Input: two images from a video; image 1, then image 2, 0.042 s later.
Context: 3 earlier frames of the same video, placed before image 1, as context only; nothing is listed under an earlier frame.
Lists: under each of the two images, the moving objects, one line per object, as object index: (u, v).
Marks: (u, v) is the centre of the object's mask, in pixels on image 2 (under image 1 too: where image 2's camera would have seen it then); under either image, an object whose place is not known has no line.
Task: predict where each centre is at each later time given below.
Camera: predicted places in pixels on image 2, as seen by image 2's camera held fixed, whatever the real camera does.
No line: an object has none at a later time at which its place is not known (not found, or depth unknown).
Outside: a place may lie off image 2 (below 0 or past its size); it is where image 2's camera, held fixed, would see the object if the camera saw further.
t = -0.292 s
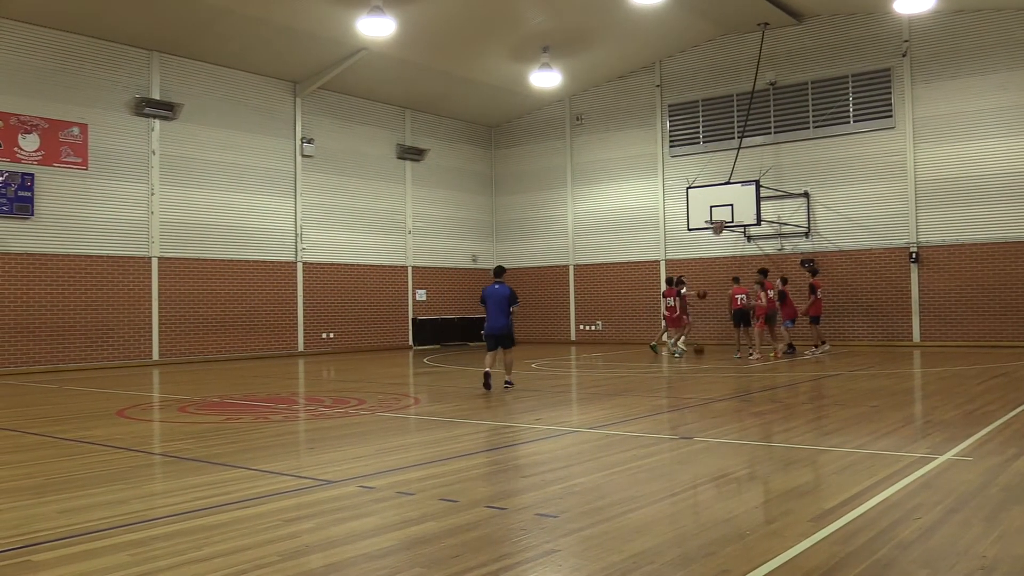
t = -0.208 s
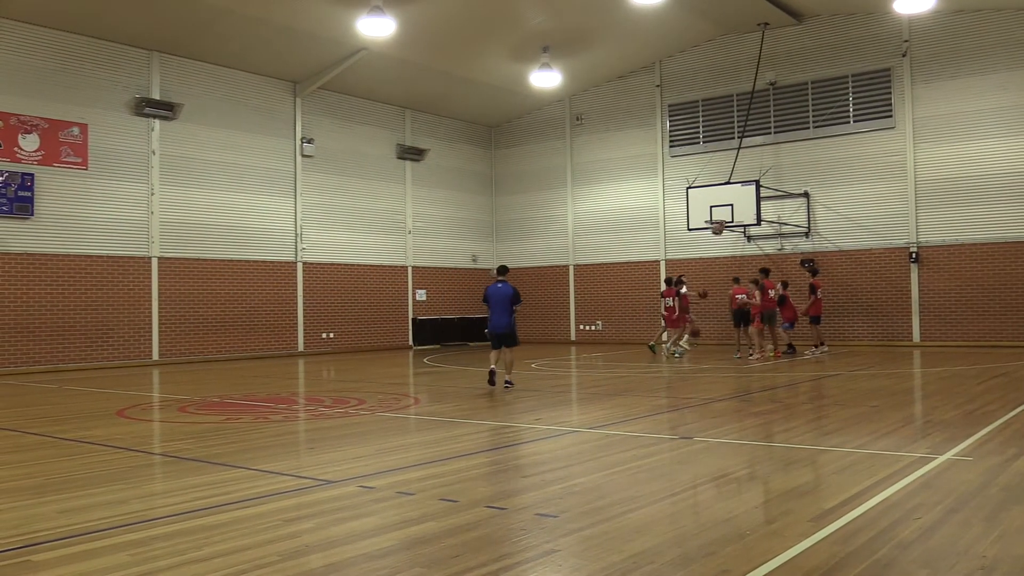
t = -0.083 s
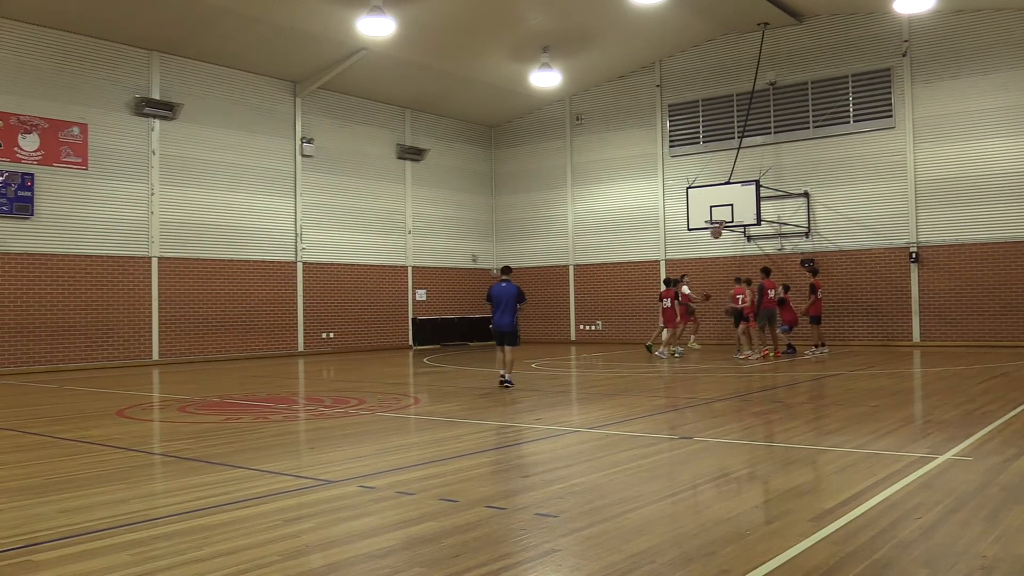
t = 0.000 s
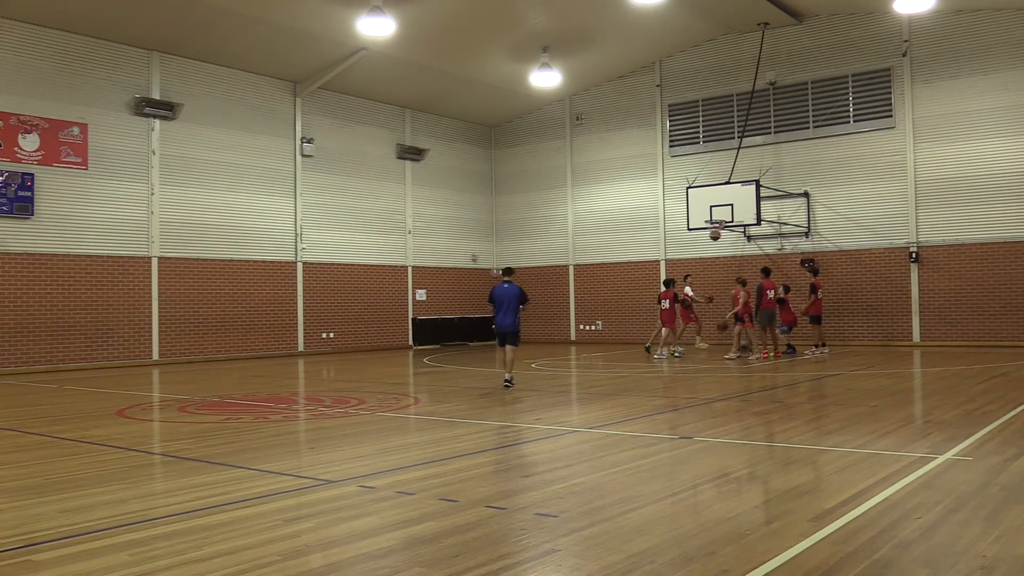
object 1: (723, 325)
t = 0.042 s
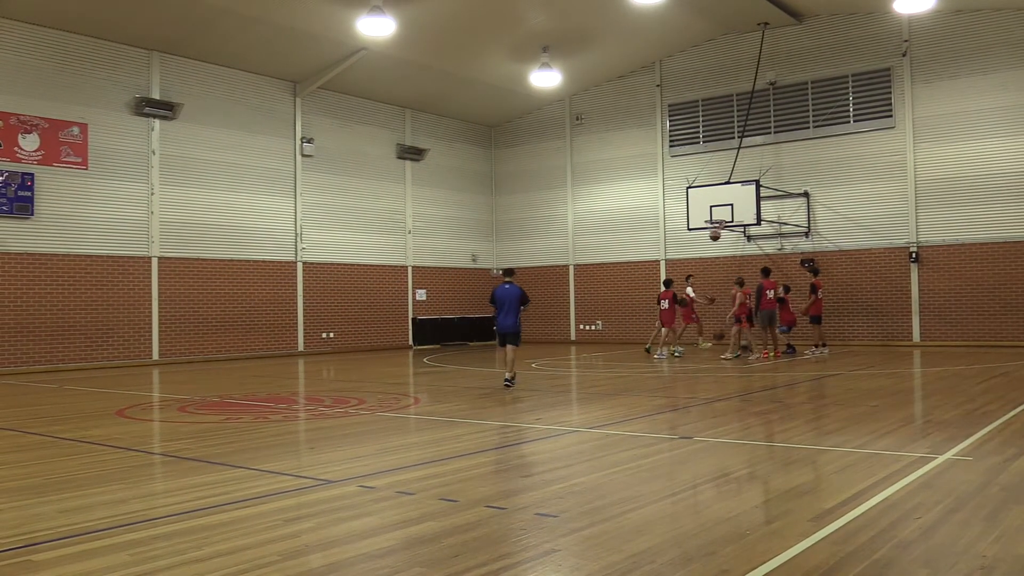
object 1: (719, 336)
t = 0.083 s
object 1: (714, 345)
